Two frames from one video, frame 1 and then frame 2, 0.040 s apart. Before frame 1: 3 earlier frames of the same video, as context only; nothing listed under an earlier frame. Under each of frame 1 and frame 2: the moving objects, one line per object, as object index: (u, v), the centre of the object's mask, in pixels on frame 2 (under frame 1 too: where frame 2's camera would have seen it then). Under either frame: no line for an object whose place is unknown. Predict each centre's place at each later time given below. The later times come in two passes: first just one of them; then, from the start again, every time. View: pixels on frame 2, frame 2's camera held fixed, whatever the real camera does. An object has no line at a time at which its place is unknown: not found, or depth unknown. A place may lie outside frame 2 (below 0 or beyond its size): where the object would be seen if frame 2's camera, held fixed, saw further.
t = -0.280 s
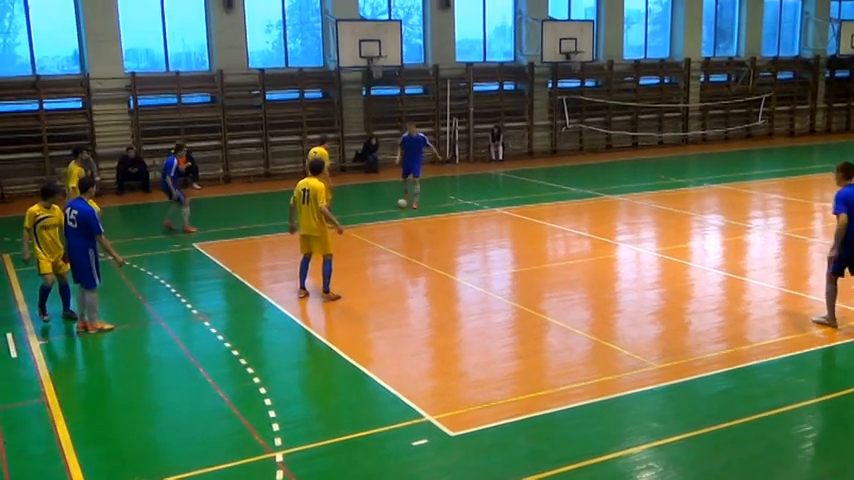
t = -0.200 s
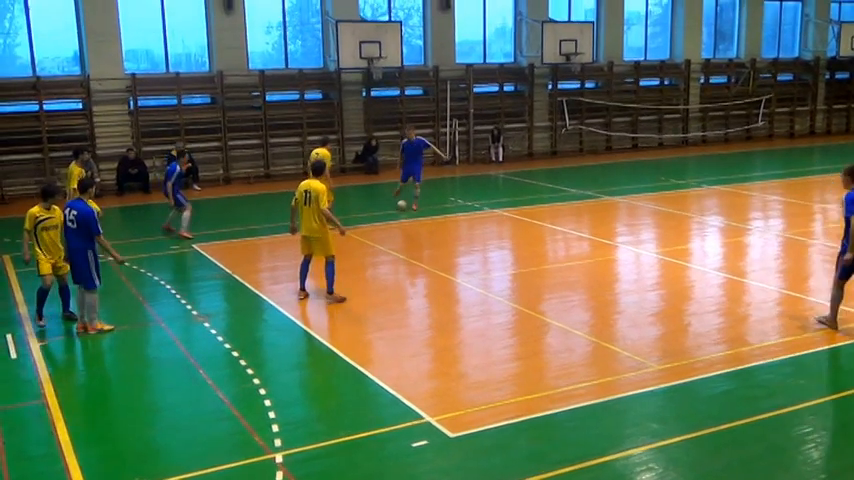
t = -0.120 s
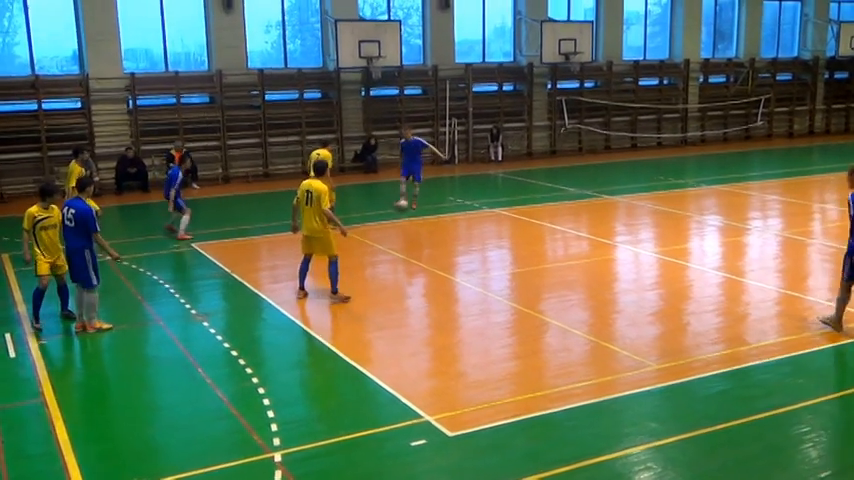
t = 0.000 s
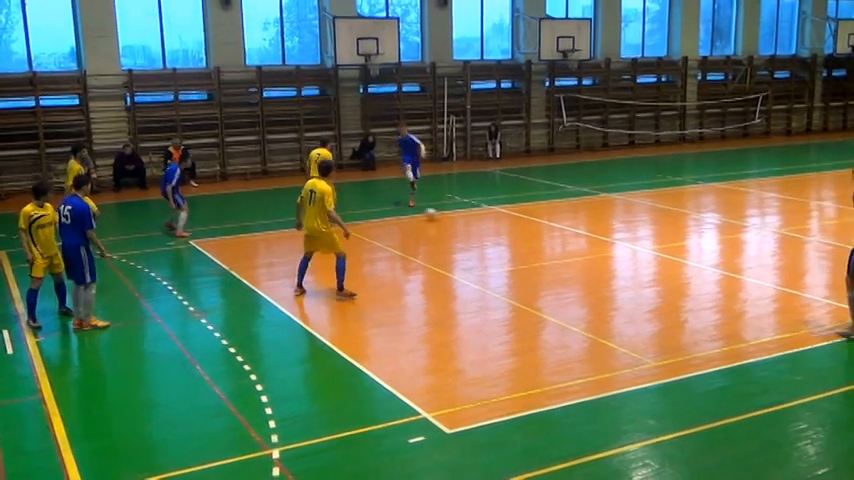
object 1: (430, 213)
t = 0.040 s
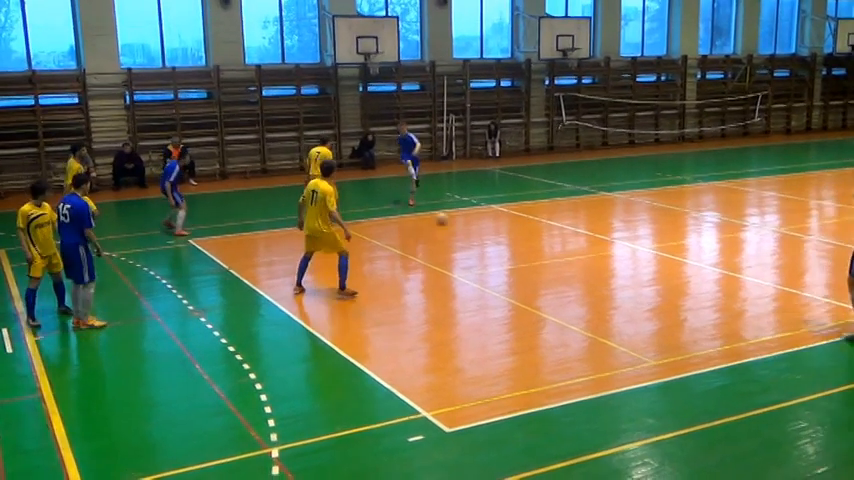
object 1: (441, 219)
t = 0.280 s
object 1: (517, 249)
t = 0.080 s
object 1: (452, 224)
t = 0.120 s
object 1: (464, 228)
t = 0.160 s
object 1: (476, 232)
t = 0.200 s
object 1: (490, 239)
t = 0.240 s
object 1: (503, 244)
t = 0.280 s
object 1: (517, 249)
